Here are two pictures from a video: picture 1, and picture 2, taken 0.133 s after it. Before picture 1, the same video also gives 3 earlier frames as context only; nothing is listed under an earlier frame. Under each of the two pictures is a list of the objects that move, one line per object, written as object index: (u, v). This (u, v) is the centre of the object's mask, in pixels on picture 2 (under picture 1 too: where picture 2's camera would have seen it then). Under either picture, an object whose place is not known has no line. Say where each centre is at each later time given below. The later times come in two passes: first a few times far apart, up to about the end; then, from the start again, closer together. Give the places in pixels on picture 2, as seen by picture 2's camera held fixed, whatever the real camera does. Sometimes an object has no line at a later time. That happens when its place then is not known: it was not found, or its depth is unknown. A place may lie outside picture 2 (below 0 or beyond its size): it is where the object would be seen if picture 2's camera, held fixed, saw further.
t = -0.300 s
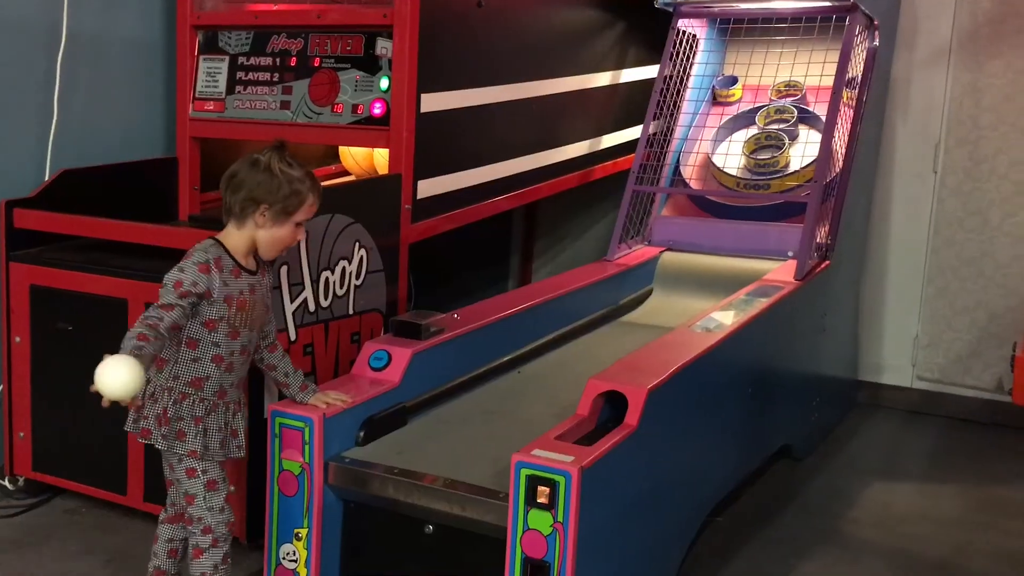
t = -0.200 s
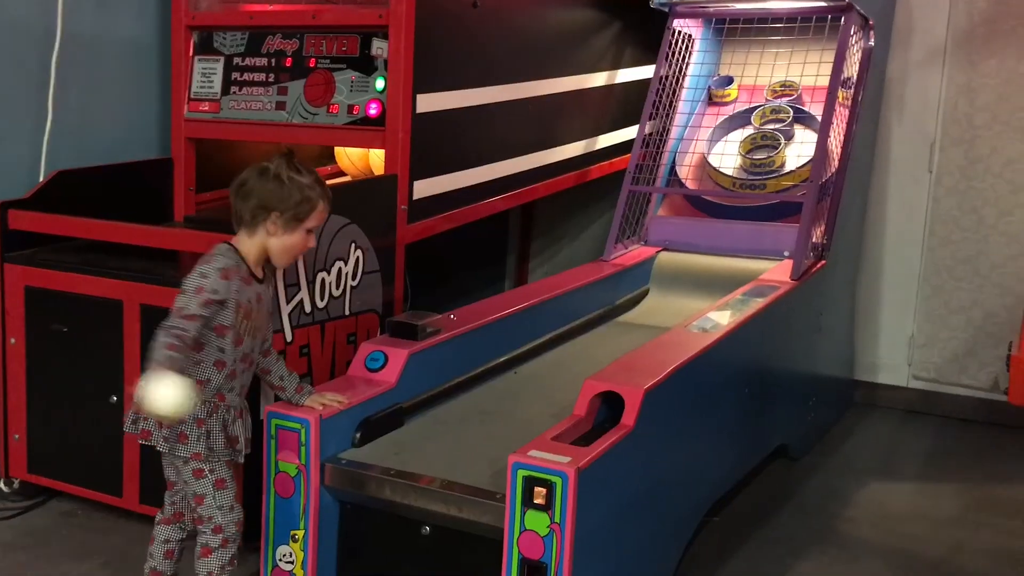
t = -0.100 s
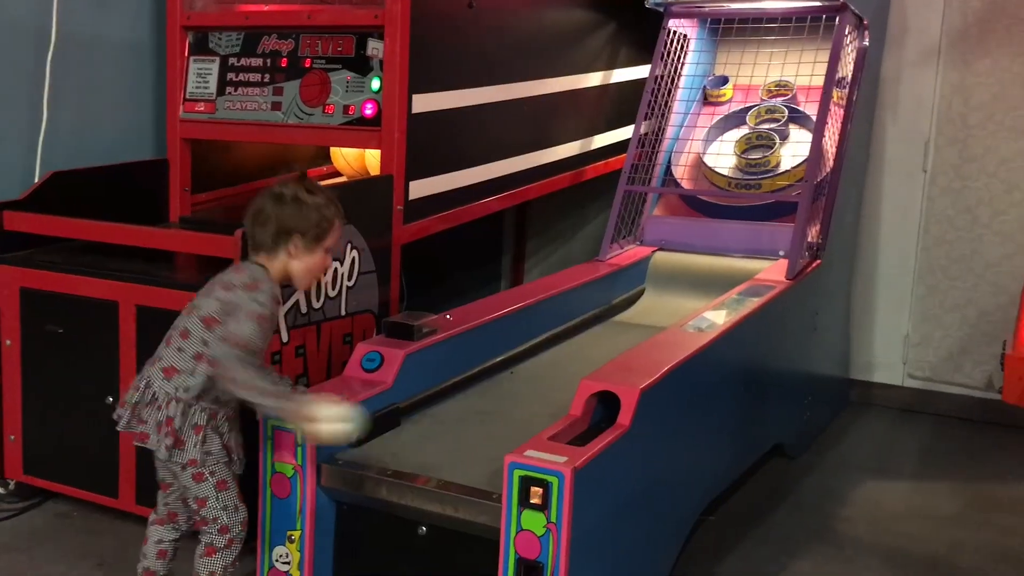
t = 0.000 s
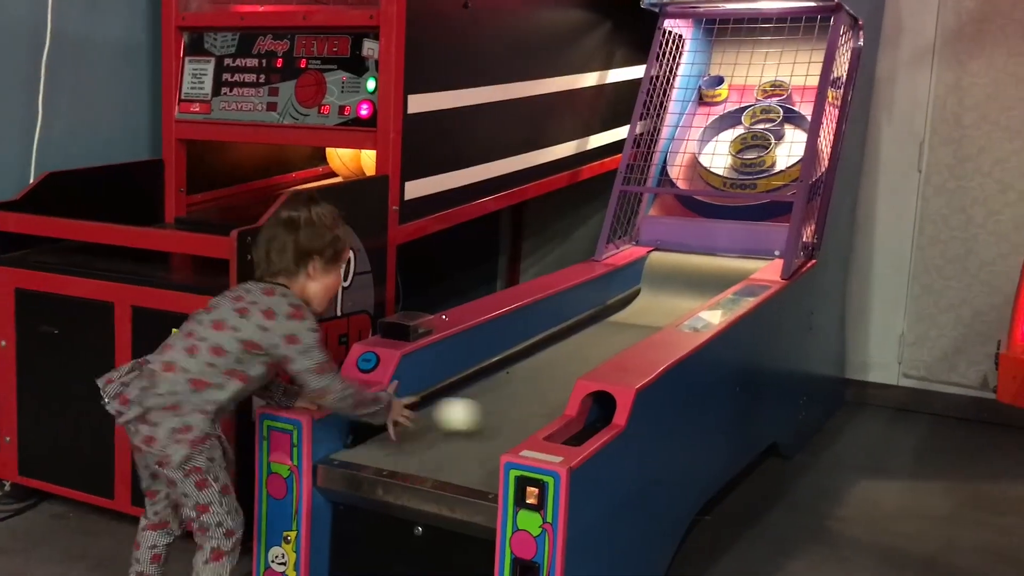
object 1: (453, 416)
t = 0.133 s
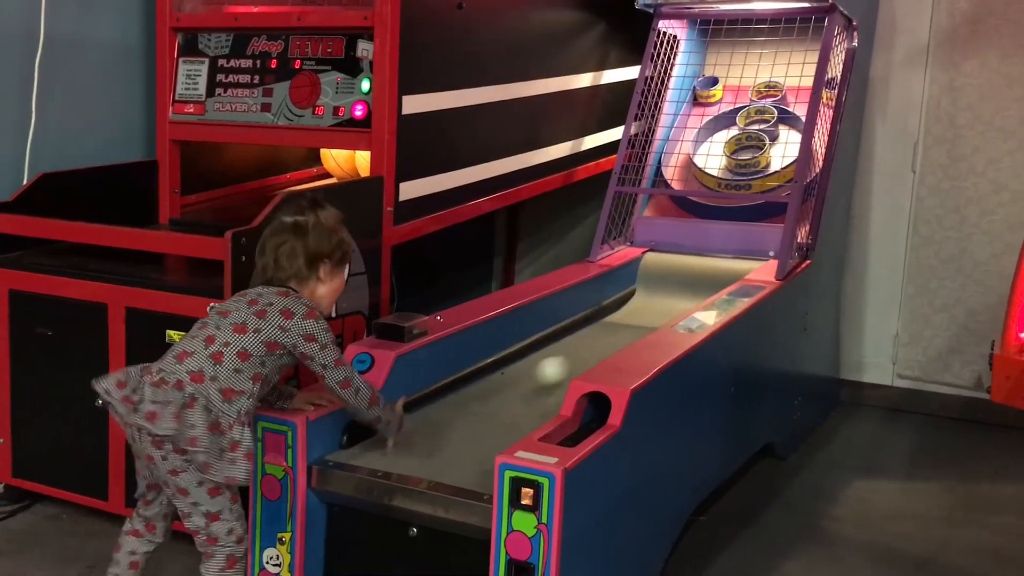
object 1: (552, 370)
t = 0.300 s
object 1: (627, 326)
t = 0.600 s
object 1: (680, 210)
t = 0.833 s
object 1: (689, 180)
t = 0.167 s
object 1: (570, 360)
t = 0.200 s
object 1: (586, 350)
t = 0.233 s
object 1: (601, 342)
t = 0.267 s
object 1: (614, 334)
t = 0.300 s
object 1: (627, 326)
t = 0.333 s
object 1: (637, 319)
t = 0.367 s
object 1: (647, 313)
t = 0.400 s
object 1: (657, 306)
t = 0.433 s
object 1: (665, 299)
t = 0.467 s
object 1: (672, 284)
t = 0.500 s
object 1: (674, 261)
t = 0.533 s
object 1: (676, 240)
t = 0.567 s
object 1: (678, 224)
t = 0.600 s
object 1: (680, 210)
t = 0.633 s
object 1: (681, 202)
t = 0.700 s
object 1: (683, 184)
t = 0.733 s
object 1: (683, 183)
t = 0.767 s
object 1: (683, 183)
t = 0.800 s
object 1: (686, 181)
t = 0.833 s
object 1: (689, 180)
